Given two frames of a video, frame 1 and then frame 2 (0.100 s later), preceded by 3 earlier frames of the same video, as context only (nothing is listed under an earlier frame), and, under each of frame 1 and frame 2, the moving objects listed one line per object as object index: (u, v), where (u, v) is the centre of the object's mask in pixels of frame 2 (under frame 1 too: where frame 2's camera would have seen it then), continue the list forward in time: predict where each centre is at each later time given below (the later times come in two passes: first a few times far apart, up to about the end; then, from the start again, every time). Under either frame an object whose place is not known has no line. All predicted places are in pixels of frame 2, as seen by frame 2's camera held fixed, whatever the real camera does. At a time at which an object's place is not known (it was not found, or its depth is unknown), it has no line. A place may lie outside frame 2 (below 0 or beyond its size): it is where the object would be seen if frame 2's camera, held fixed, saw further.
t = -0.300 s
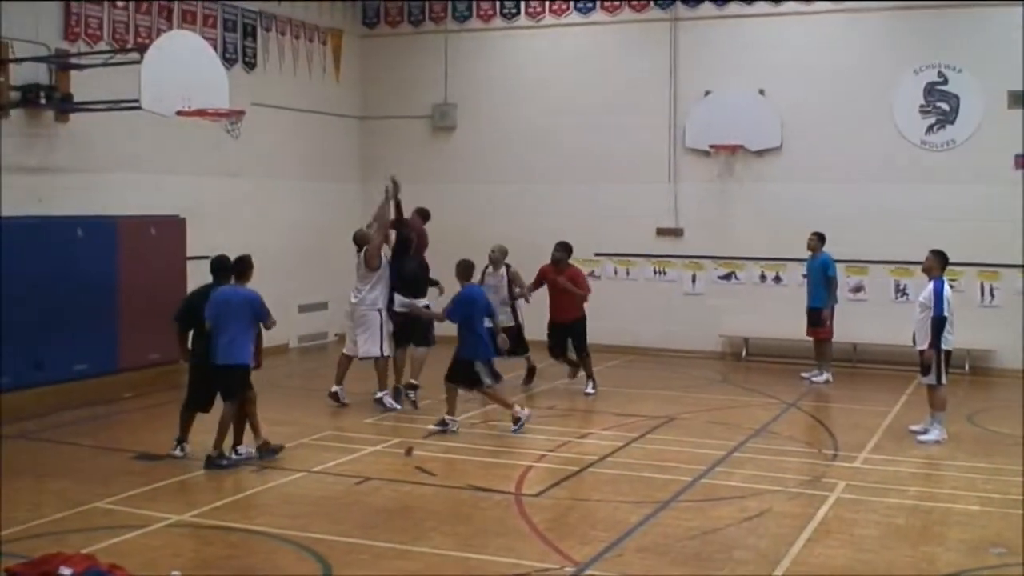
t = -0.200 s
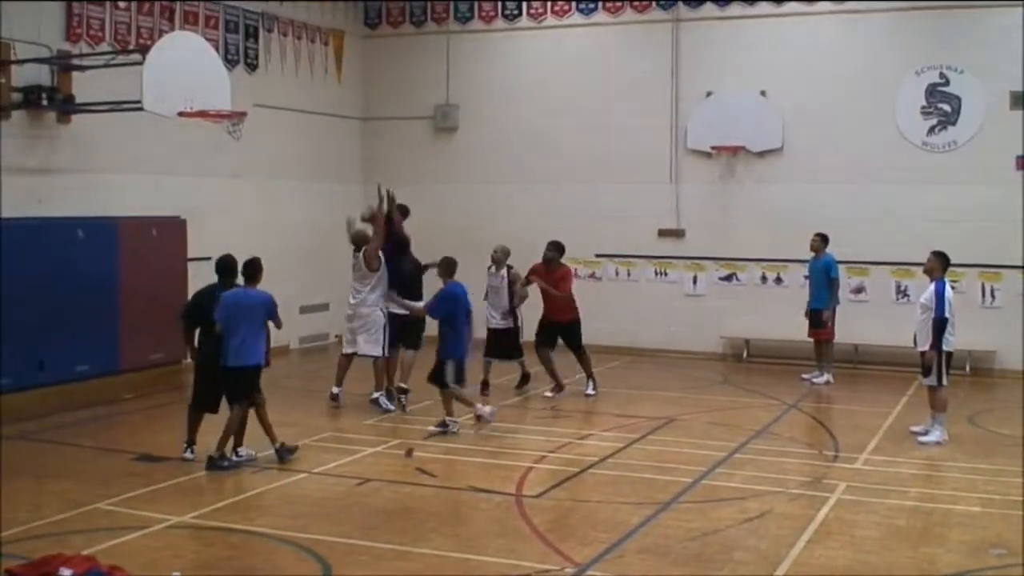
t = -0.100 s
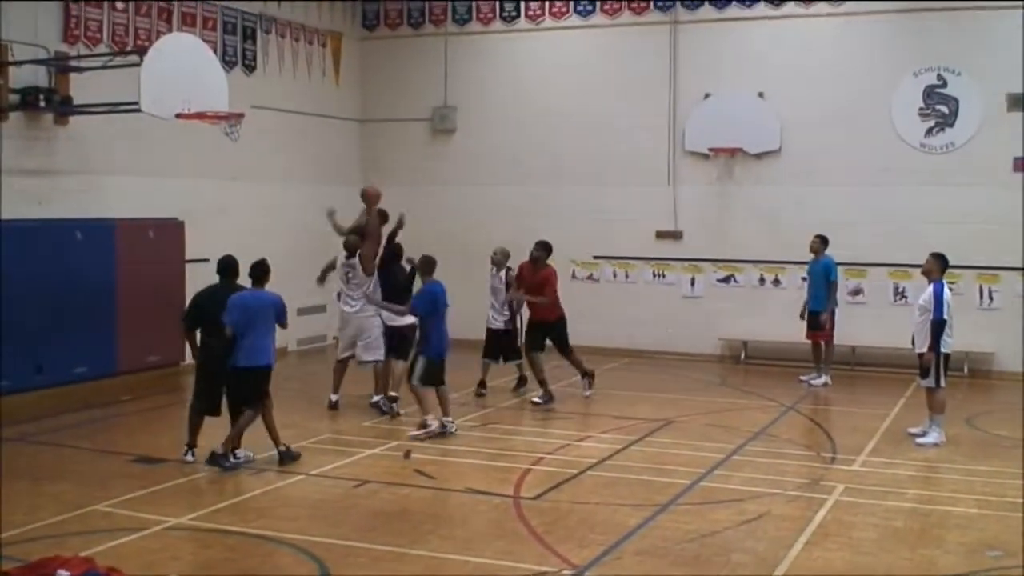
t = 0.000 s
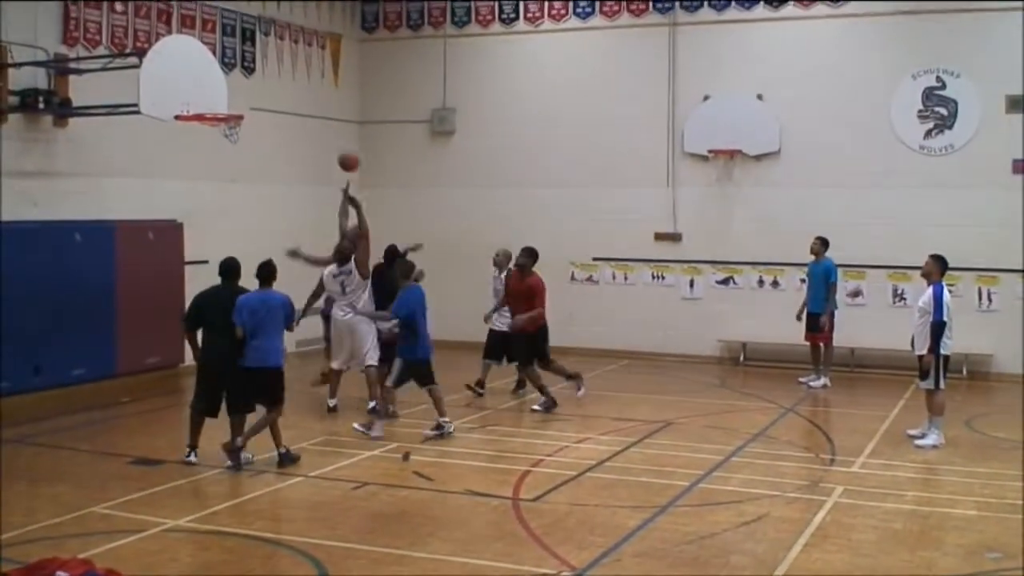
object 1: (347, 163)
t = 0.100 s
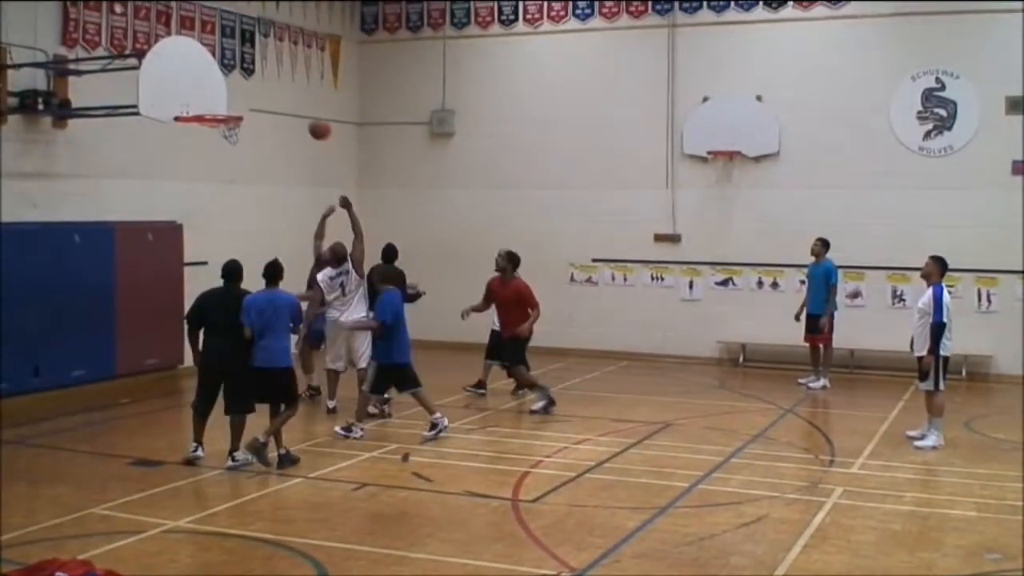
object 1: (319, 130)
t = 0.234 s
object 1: (280, 98)
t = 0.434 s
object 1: (217, 78)
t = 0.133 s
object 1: (310, 120)
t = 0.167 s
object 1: (299, 112)
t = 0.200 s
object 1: (289, 104)
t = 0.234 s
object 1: (280, 98)
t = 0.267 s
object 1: (269, 92)
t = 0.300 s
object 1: (259, 87)
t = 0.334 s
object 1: (249, 84)
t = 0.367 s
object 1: (238, 81)
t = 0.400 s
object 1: (228, 79)
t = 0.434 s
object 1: (217, 78)
